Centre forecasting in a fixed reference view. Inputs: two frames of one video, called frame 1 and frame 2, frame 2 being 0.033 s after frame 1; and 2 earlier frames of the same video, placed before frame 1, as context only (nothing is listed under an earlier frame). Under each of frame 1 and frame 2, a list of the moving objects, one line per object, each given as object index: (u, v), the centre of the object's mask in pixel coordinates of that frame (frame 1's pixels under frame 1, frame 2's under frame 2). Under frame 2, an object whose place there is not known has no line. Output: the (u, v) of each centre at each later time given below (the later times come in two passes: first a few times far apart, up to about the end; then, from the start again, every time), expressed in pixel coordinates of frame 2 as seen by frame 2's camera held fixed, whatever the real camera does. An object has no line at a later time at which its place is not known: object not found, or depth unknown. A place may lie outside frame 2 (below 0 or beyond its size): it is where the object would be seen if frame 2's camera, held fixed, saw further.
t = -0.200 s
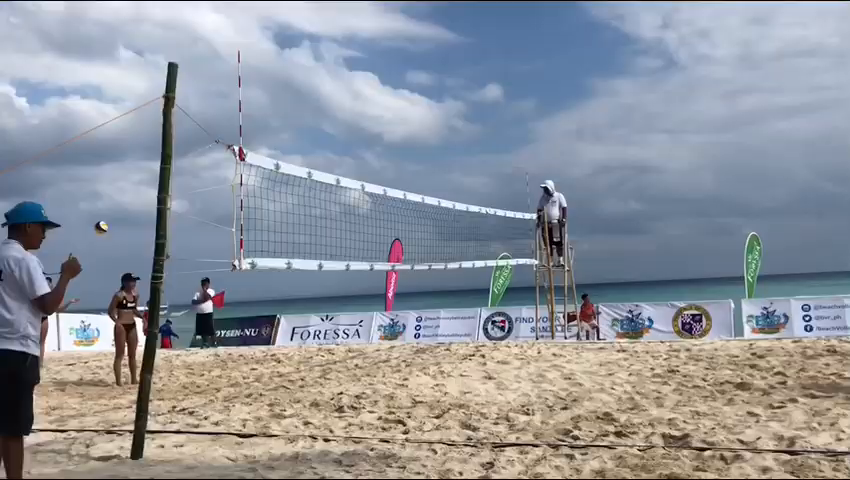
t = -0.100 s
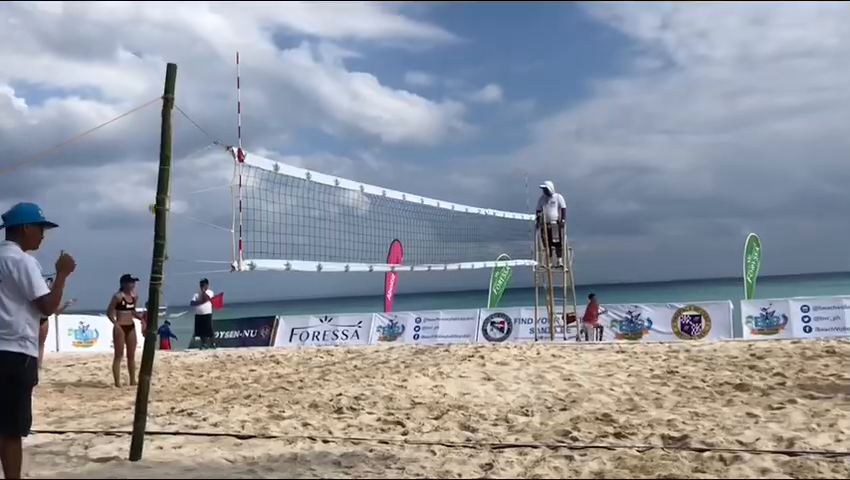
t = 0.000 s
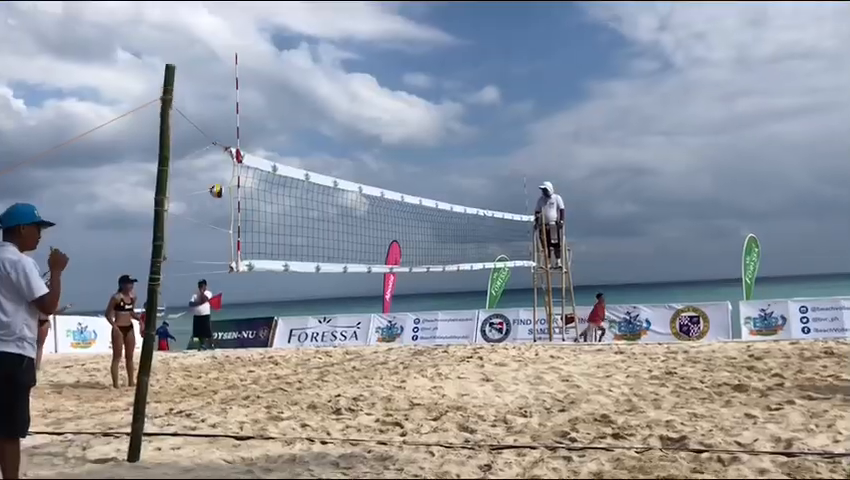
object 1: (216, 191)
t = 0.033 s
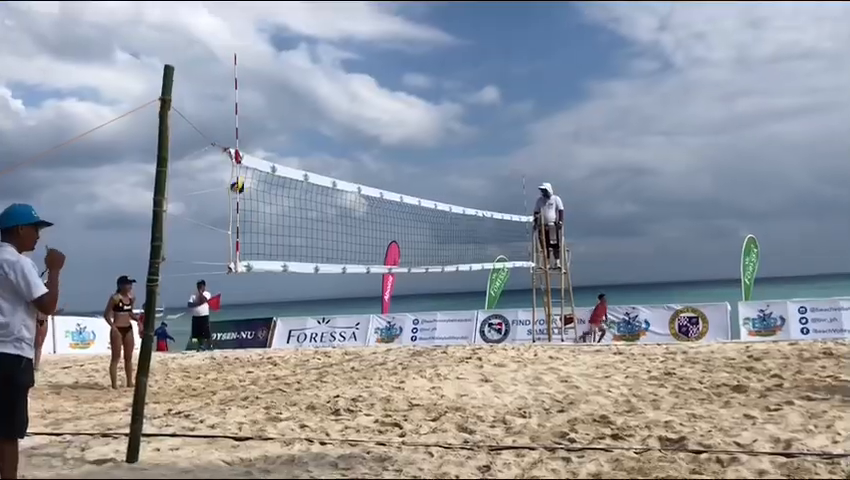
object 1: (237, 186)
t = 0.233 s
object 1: (383, 169)
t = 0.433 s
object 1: (571, 180)
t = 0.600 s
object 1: (774, 221)
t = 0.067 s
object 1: (259, 182)
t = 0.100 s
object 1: (283, 180)
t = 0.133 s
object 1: (308, 171)
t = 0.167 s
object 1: (332, 172)
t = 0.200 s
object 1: (357, 170)
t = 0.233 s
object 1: (383, 169)
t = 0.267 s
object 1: (411, 169)
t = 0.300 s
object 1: (440, 170)
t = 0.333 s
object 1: (471, 171)
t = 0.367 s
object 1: (502, 173)
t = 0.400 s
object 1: (535, 176)
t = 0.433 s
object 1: (571, 180)
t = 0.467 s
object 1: (607, 186)
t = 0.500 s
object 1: (646, 192)
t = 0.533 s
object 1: (686, 200)
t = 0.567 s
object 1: (729, 210)
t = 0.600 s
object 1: (774, 221)
